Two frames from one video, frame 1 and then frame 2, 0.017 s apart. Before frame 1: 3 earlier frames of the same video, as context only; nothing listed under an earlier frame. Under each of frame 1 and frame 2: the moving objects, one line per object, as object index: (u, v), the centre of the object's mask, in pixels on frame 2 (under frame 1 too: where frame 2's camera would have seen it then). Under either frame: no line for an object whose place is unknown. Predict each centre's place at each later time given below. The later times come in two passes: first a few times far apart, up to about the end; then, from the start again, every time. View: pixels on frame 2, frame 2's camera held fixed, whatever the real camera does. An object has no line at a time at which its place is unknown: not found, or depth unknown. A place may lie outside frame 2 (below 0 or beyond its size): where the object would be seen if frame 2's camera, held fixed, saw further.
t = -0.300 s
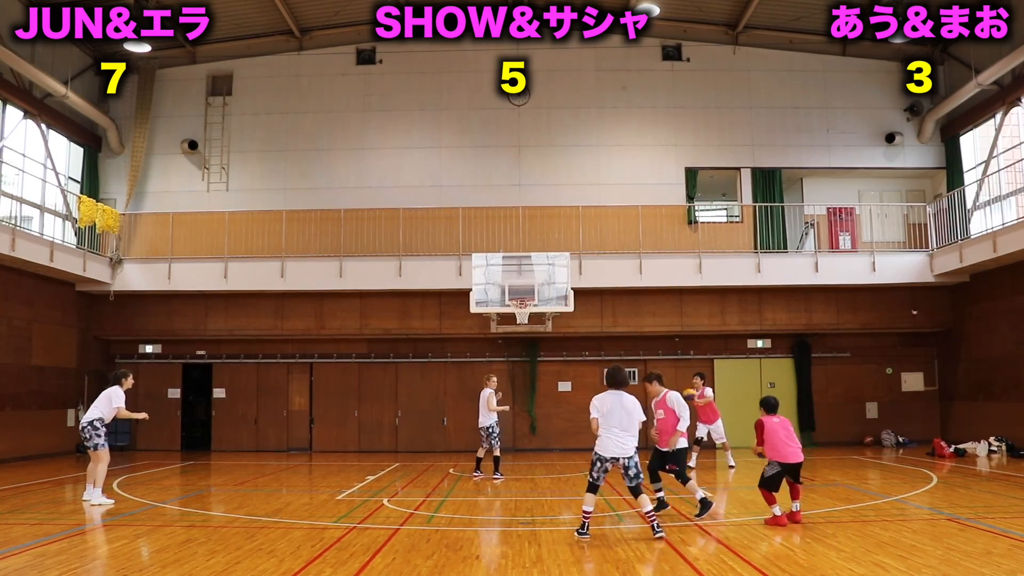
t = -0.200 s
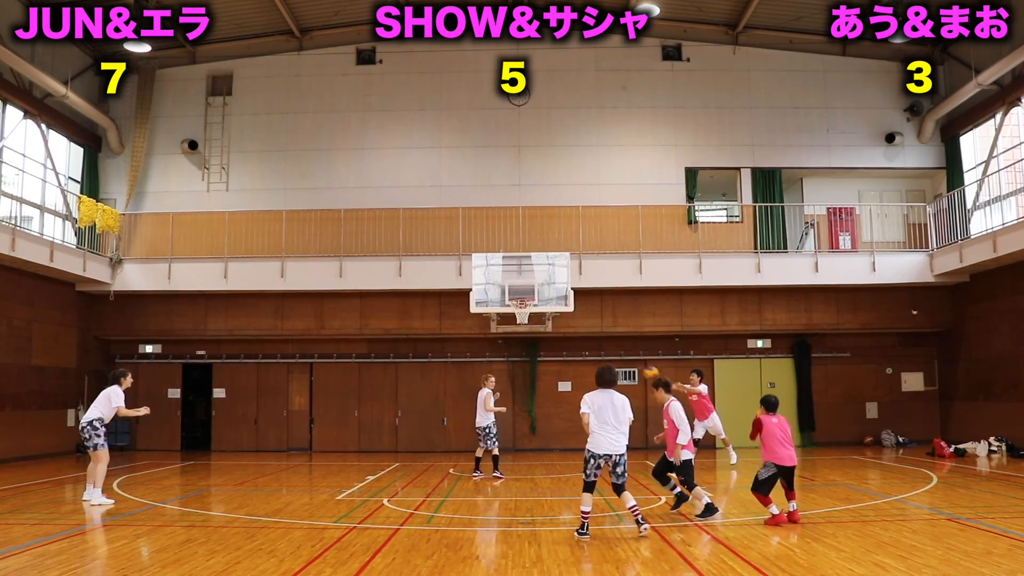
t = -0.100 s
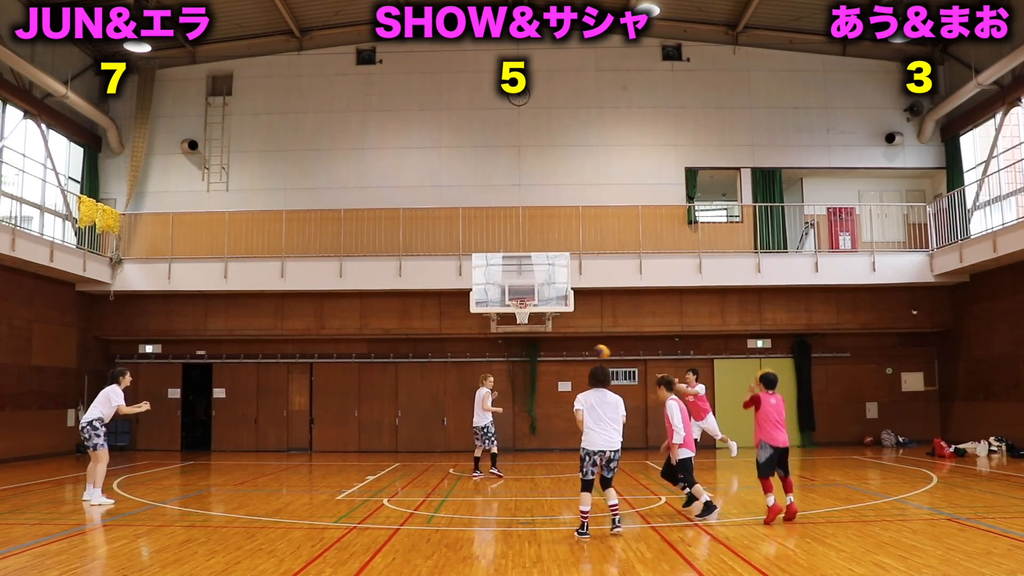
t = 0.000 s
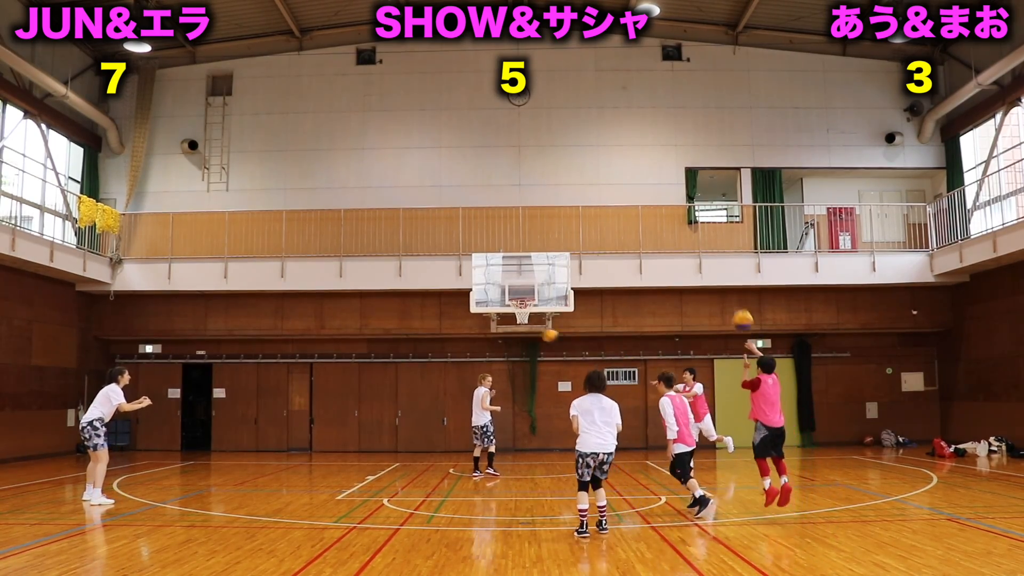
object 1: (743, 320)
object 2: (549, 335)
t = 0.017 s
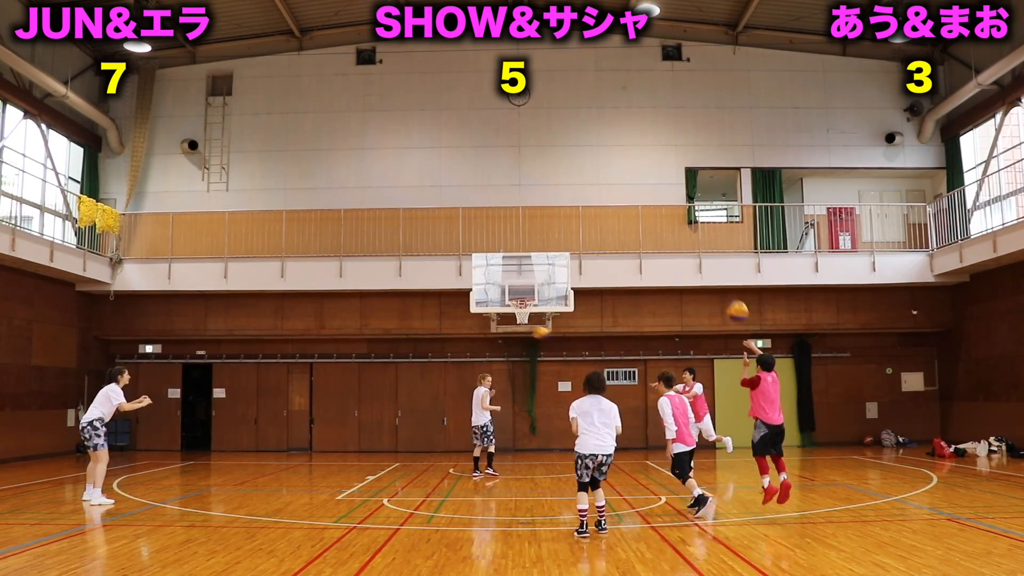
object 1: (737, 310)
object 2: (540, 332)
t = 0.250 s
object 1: (677, 219)
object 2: (410, 316)
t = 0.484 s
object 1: (631, 180)
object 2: (263, 331)
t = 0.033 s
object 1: (733, 302)
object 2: (532, 330)
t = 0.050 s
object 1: (728, 294)
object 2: (524, 328)
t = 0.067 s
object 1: (724, 286)
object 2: (514, 326)
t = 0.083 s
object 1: (718, 278)
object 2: (505, 325)
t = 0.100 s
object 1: (714, 271)
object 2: (496, 324)
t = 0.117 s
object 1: (709, 264)
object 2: (486, 322)
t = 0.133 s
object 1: (705, 258)
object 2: (478, 321)
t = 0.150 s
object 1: (700, 250)
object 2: (468, 320)
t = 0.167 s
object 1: (697, 245)
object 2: (458, 318)
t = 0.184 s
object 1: (693, 239)
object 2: (449, 317)
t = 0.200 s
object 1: (688, 233)
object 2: (440, 317)
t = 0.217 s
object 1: (685, 228)
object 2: (430, 317)
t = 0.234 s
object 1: (681, 223)
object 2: (420, 316)
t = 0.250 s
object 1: (677, 219)
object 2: (410, 316)
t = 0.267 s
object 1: (674, 215)
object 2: (400, 316)
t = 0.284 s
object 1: (670, 211)
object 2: (391, 316)
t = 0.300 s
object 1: (666, 207)
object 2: (380, 316)
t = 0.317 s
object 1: (663, 204)
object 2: (369, 317)
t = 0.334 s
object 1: (659, 200)
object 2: (359, 318)
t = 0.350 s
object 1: (656, 197)
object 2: (348, 318)
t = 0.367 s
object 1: (653, 194)
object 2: (338, 319)
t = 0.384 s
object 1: (649, 192)
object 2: (327, 320)
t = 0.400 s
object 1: (646, 189)
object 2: (317, 321)
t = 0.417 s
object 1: (643, 187)
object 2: (306, 323)
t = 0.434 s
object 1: (640, 185)
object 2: (296, 325)
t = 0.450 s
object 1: (637, 183)
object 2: (284, 327)
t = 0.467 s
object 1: (634, 182)
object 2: (274, 328)
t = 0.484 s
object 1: (631, 180)
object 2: (263, 331)
